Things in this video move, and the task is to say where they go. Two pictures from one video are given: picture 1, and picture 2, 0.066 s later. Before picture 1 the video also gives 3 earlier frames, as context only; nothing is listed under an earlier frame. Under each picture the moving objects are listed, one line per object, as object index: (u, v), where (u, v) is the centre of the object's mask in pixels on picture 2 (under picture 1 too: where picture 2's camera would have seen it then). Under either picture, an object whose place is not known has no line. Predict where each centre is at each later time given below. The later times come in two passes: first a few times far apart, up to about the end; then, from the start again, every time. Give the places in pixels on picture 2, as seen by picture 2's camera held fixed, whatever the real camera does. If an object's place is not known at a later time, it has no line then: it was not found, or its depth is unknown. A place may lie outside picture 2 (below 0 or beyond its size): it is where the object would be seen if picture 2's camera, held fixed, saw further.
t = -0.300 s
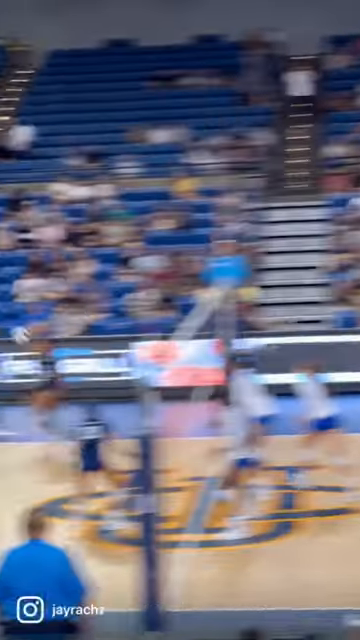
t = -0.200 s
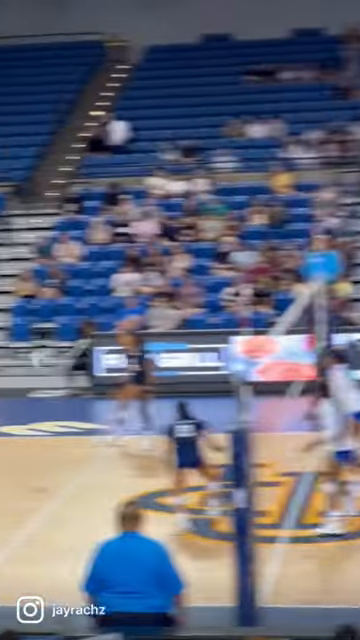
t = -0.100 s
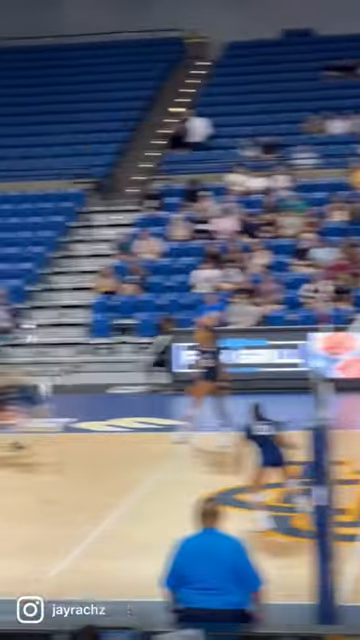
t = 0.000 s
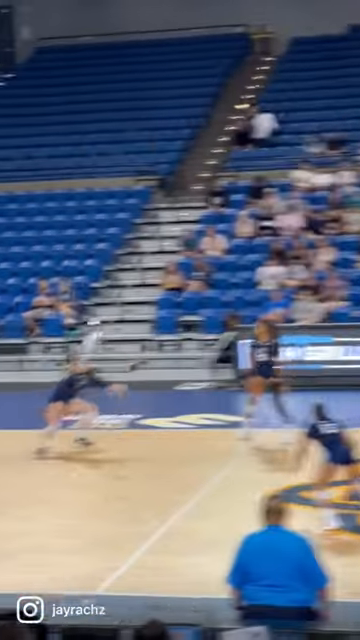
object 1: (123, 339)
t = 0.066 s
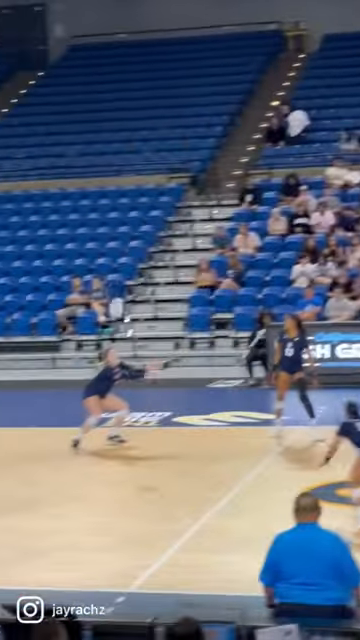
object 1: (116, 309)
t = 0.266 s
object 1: (91, 229)
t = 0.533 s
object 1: (58, 168)
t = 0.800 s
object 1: (27, 157)
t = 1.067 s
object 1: (-3, 198)
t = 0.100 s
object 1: (112, 293)
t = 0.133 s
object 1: (109, 278)
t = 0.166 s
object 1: (104, 265)
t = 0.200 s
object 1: (99, 252)
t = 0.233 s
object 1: (96, 241)
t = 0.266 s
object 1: (91, 229)
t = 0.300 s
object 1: (87, 219)
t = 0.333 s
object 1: (83, 209)
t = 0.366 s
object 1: (79, 201)
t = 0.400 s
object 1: (74, 192)
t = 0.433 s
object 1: (70, 185)
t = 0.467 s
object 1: (66, 179)
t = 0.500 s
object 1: (62, 173)
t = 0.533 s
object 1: (58, 168)
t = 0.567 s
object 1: (54, 164)
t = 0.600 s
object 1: (50, 161)
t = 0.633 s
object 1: (46, 158)
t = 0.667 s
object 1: (42, 157)
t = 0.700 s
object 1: (38, 155)
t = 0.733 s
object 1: (34, 155)
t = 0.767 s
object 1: (30, 156)
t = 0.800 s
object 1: (27, 157)
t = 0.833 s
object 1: (23, 160)
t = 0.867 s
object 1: (19, 162)
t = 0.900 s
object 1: (15, 167)
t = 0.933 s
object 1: (12, 171)
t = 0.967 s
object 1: (8, 177)
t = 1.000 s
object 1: (5, 183)
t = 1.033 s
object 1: (1, 191)
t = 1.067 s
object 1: (-3, 198)
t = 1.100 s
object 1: (-6, 208)
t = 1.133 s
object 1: (-9, 217)
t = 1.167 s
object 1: (-12, 228)
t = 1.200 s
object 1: (-15, 239)
